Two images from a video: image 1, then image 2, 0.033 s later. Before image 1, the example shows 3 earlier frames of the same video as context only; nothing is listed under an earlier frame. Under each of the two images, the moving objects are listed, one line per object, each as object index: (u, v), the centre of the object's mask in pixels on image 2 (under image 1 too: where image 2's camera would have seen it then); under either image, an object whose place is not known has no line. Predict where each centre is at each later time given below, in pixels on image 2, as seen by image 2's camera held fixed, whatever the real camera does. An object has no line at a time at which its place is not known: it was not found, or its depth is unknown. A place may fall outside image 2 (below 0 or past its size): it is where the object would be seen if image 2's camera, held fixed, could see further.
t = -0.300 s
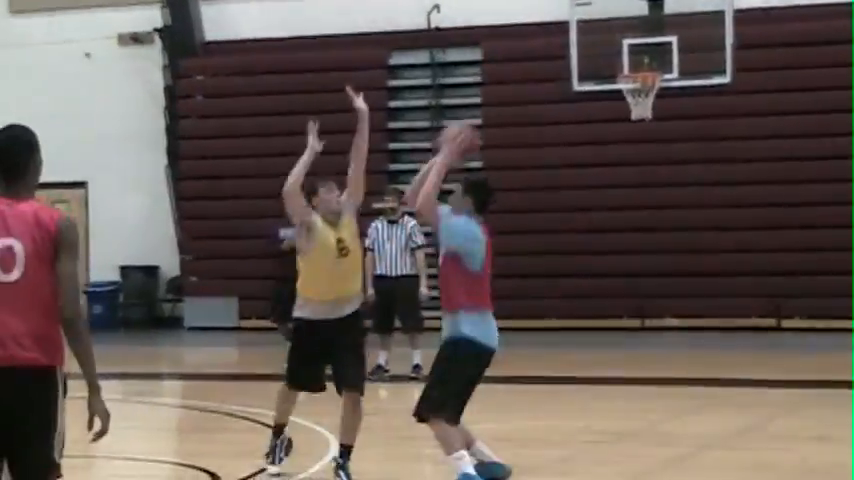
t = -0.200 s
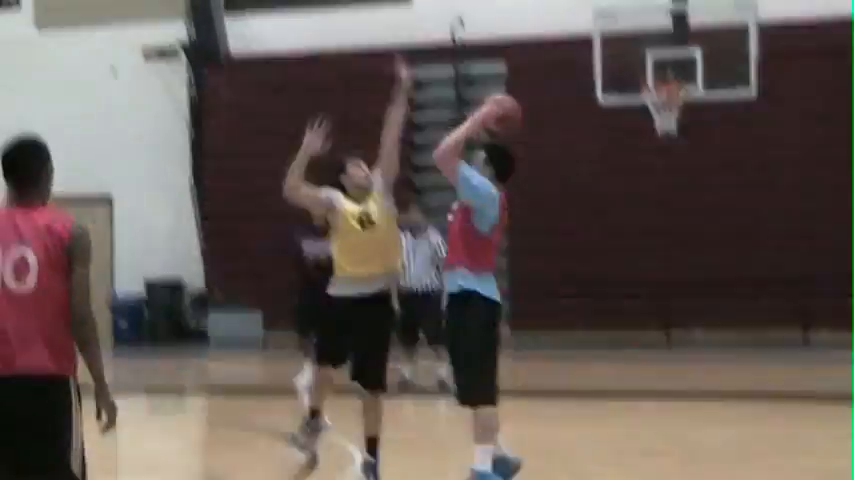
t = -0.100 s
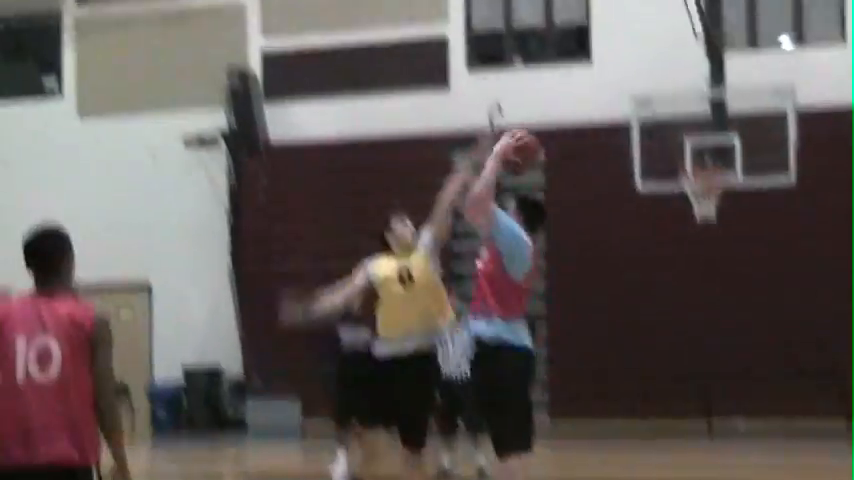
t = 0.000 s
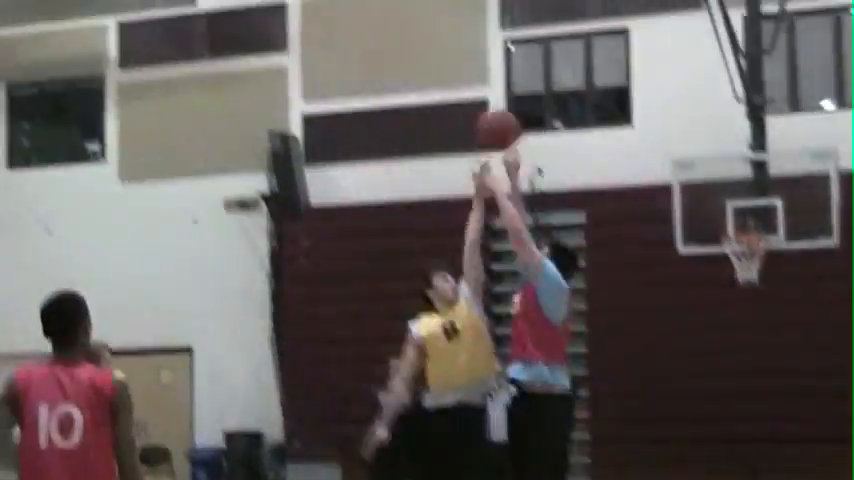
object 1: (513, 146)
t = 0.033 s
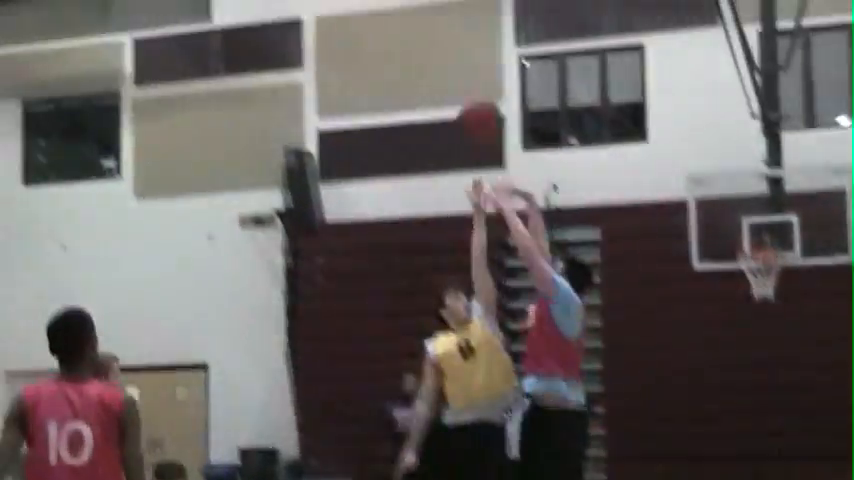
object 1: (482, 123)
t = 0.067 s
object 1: (447, 92)
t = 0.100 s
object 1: (415, 68)
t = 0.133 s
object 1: (383, 47)
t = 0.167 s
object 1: (351, 25)
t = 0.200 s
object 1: (320, 8)
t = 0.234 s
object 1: (289, -8)
